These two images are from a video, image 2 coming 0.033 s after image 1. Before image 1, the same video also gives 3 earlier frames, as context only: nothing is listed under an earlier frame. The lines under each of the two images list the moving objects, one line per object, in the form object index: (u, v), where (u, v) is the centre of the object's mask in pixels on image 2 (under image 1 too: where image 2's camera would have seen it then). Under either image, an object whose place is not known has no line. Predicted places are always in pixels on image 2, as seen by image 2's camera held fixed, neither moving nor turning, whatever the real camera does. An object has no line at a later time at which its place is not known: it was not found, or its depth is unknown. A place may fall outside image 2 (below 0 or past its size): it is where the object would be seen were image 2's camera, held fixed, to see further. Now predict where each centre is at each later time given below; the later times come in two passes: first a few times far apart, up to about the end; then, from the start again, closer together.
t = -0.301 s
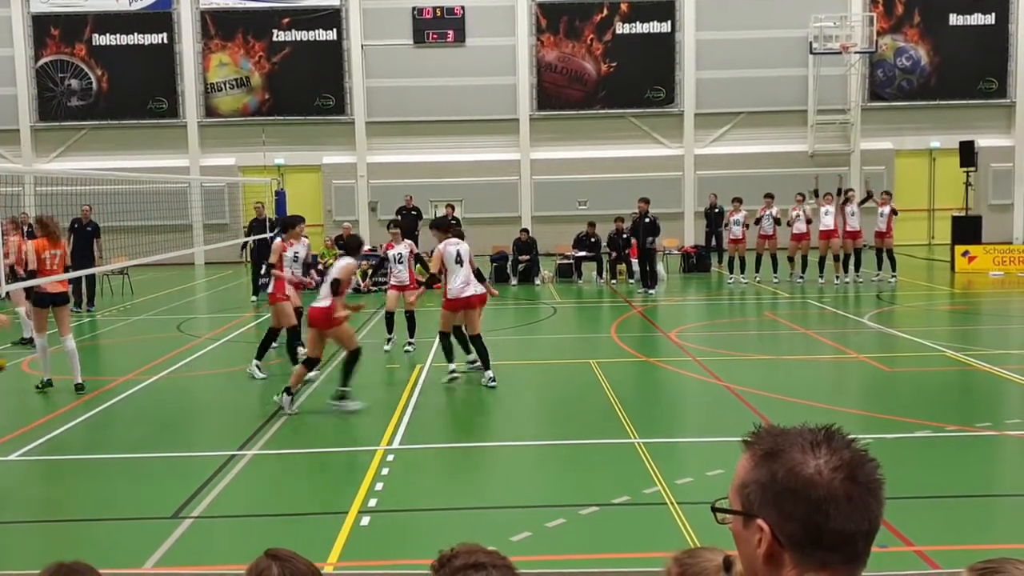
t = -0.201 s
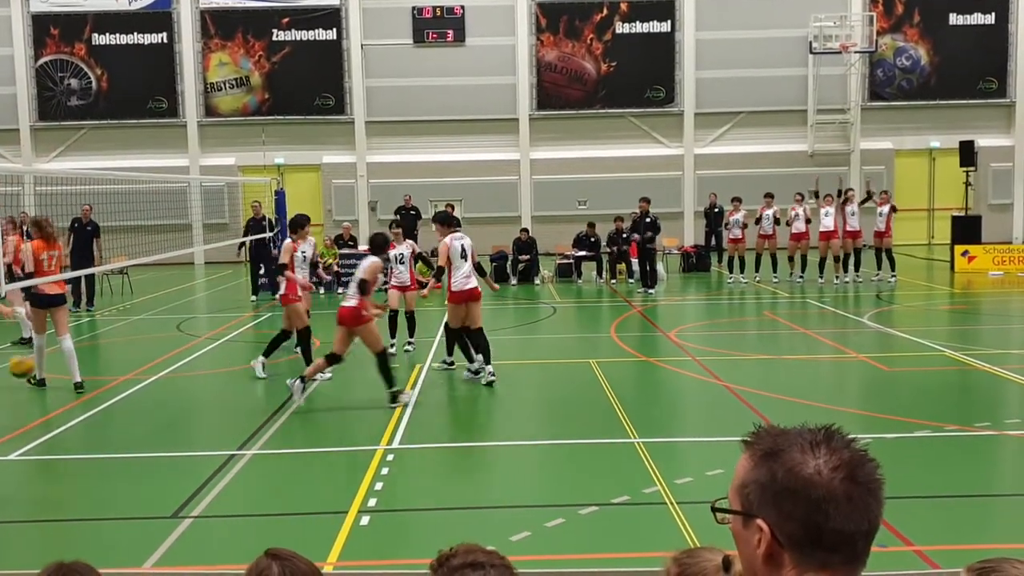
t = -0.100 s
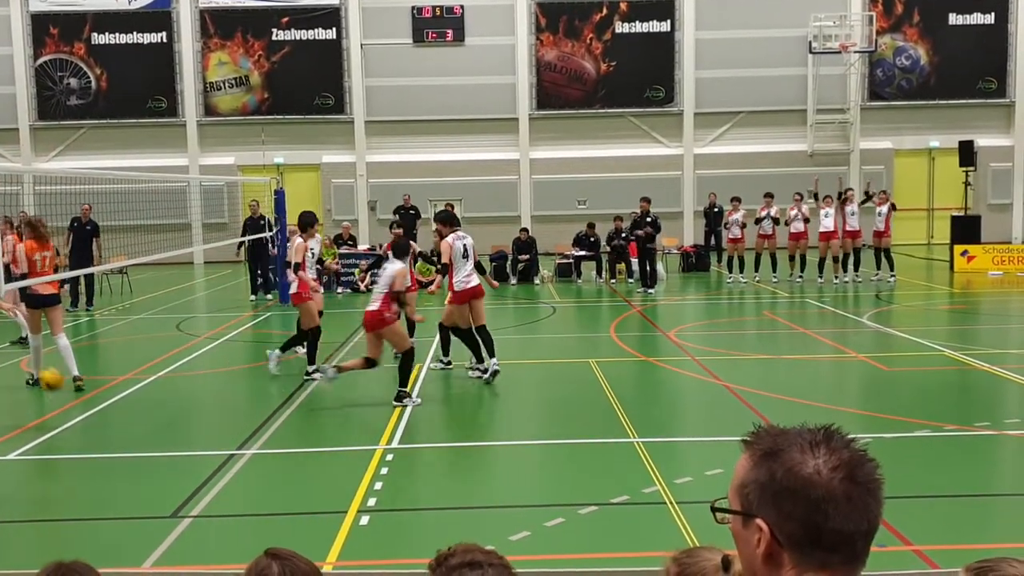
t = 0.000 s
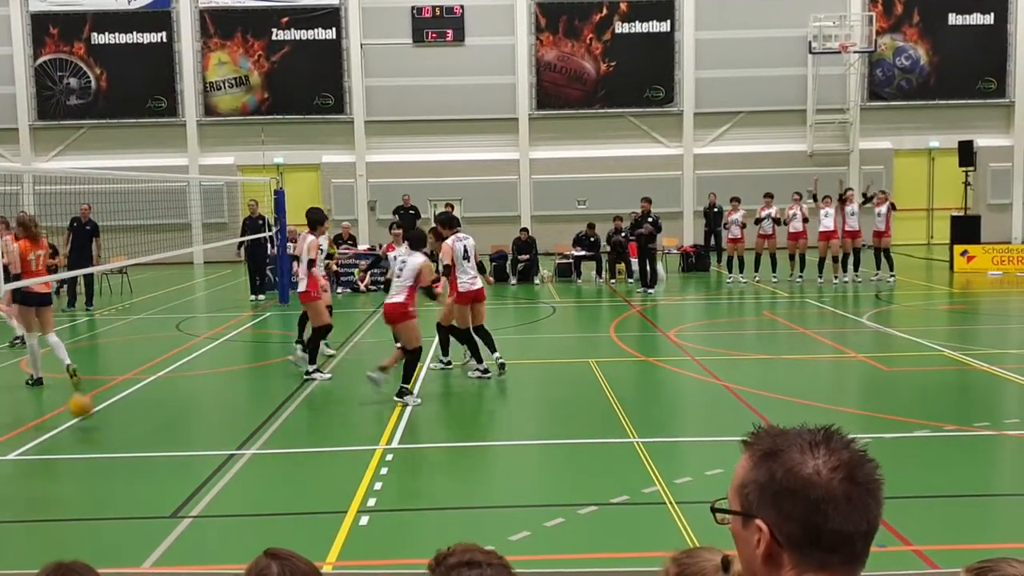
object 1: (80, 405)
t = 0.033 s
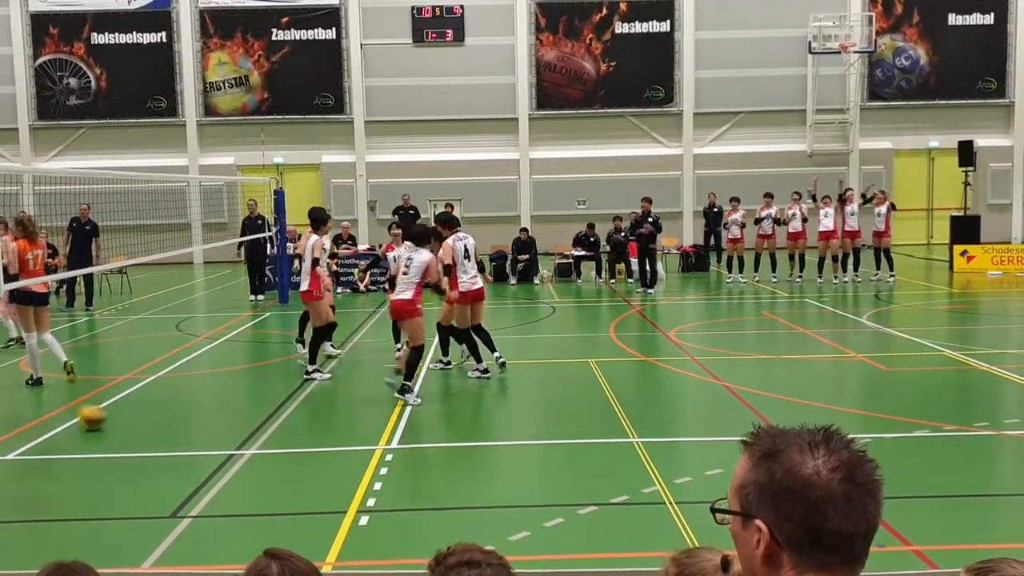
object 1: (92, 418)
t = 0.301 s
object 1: (171, 385)
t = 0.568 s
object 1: (259, 423)
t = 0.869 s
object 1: (353, 402)
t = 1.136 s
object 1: (440, 411)
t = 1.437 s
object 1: (539, 437)
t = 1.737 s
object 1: (642, 430)
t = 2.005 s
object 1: (735, 431)
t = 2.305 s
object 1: (860, 436)
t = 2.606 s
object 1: (963, 458)
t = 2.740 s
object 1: (1014, 456)
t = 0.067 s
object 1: (102, 410)
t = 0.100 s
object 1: (111, 404)
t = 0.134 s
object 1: (121, 398)
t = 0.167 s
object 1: (130, 393)
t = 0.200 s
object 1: (141, 389)
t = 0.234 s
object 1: (151, 387)
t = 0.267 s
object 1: (161, 385)
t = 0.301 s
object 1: (171, 385)
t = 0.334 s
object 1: (182, 386)
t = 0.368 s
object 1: (192, 390)
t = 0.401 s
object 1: (203, 393)
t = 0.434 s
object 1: (214, 398)
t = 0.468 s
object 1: (225, 404)
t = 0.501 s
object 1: (236, 412)
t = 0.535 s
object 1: (247, 421)
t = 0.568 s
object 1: (259, 423)
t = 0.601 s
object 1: (268, 414)
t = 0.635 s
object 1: (278, 409)
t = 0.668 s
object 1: (288, 404)
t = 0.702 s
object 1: (299, 400)
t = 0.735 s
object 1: (309, 398)
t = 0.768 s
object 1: (321, 397)
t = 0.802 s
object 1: (331, 397)
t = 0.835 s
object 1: (341, 398)
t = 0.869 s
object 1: (353, 402)
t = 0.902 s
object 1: (364, 406)
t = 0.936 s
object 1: (376, 411)
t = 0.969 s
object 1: (385, 419)
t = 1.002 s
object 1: (397, 428)
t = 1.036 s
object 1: (408, 428)
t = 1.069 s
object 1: (421, 420)
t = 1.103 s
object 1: (430, 416)
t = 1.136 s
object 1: (440, 411)
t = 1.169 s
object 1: (451, 408)
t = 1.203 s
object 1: (461, 407)
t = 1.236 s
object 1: (472, 407)
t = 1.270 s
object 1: (483, 408)
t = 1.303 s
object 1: (495, 410)
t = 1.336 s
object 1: (505, 415)
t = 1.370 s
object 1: (516, 421)
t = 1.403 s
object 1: (528, 428)
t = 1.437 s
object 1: (539, 437)
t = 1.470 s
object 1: (551, 431)
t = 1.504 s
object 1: (562, 426)
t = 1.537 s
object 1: (573, 422)
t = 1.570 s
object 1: (584, 420)
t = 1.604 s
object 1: (595, 420)
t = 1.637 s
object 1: (605, 420)
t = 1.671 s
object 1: (617, 422)
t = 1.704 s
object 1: (630, 425)
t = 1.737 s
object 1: (642, 430)
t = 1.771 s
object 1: (652, 436)
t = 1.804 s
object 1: (665, 443)
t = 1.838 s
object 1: (677, 438)
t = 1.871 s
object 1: (688, 433)
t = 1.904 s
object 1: (700, 431)
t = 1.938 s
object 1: (711, 429)
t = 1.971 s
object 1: (724, 429)
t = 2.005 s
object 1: (735, 431)
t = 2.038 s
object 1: (744, 431)
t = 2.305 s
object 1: (860, 436)
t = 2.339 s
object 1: (871, 444)
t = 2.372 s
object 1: (877, 448)
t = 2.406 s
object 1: (886, 453)
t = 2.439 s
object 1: (897, 453)
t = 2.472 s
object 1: (910, 449)
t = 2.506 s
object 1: (924, 449)
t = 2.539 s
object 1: (937, 451)
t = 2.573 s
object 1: (950, 452)
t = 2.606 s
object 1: (963, 458)
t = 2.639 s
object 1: (976, 460)
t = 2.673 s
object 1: (990, 456)
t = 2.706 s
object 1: (1003, 456)
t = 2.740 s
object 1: (1014, 456)
